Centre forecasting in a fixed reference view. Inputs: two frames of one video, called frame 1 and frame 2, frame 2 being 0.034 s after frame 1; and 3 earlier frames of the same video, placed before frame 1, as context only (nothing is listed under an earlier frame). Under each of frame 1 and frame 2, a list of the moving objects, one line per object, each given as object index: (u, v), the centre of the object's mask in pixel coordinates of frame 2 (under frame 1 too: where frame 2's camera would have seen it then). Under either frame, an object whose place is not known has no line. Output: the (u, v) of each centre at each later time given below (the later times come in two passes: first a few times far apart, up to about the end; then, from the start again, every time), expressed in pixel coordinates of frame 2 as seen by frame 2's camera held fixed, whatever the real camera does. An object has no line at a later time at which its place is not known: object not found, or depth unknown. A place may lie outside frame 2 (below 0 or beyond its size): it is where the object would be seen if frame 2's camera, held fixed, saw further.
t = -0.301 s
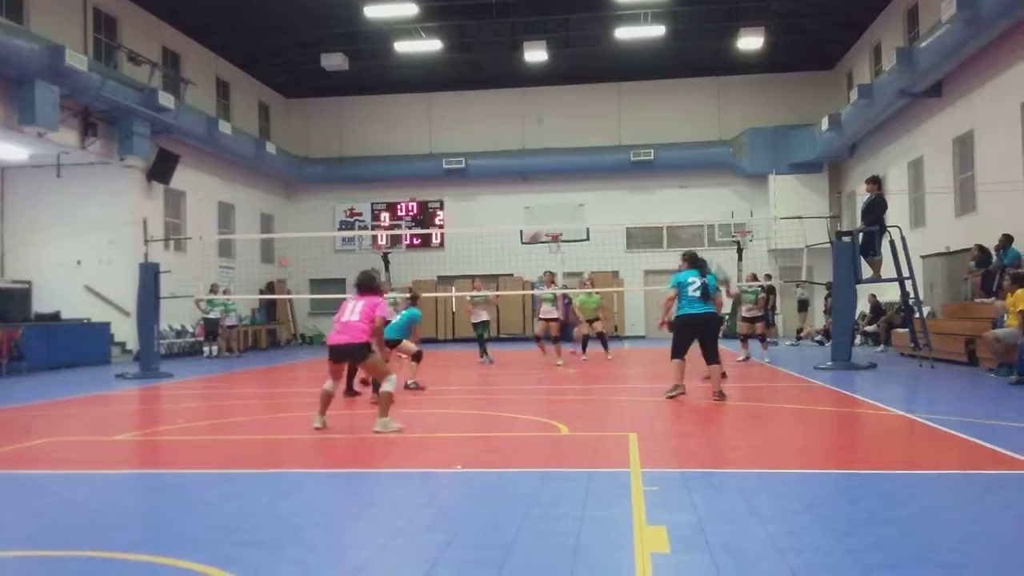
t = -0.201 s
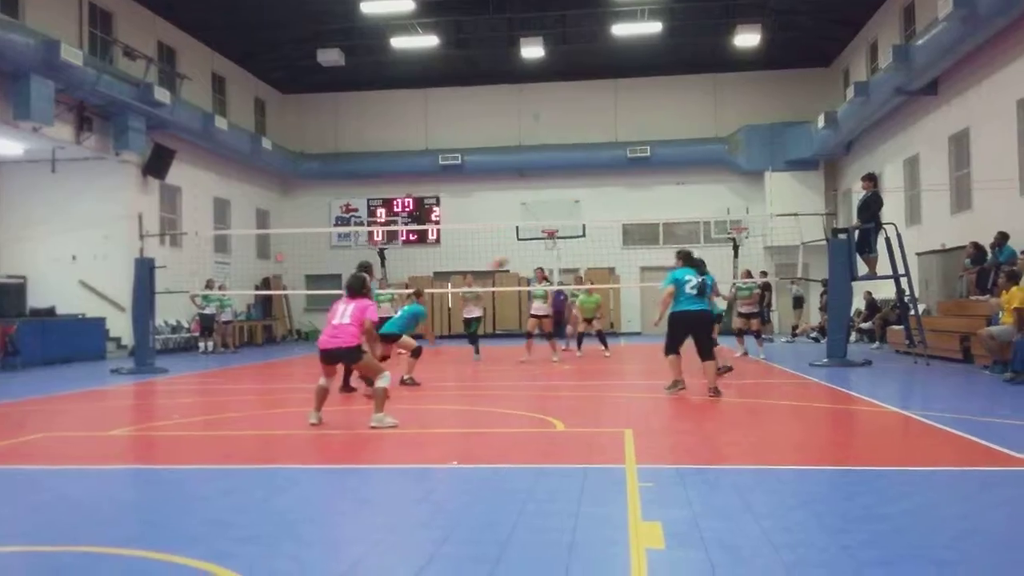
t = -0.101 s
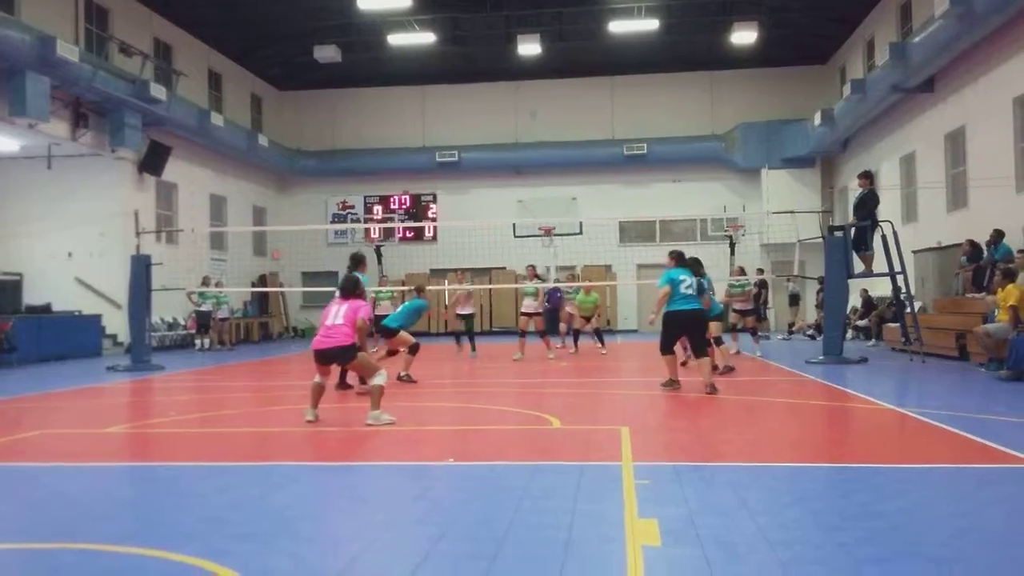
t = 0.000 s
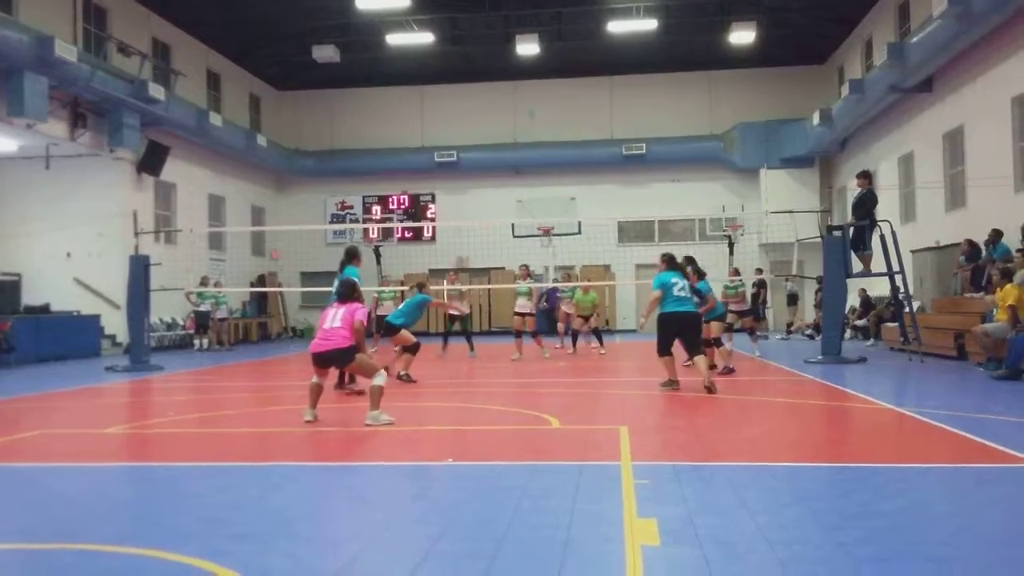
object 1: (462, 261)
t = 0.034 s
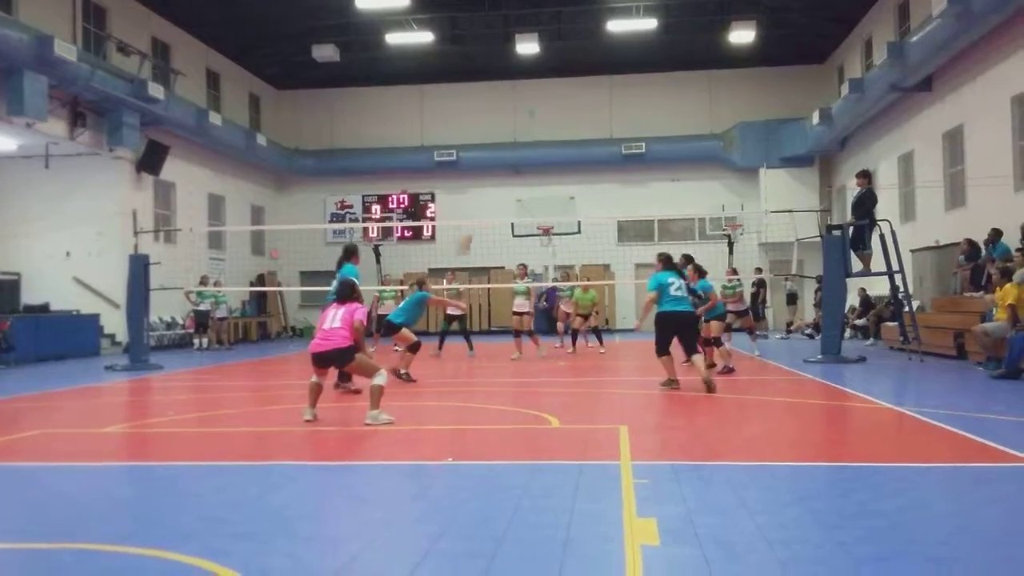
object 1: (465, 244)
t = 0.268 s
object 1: (486, 133)
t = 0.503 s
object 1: (507, 68)
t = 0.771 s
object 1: (534, 45)
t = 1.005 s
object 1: (558, 69)
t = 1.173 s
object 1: (575, 116)
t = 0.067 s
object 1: (467, 226)
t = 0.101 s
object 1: (470, 204)
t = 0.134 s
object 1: (474, 188)
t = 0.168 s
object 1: (475, 171)
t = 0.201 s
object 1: (478, 160)
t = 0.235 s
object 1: (481, 146)
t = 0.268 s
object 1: (486, 133)
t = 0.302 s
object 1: (489, 119)
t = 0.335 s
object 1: (492, 109)
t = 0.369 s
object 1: (495, 99)
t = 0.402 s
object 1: (498, 90)
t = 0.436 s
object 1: (501, 81)
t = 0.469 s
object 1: (504, 74)
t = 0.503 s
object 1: (507, 68)
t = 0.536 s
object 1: (510, 62)
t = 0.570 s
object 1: (513, 58)
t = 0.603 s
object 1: (516, 54)
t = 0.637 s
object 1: (519, 51)
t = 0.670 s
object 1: (522, 48)
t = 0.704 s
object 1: (527, 45)
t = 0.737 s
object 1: (531, 45)
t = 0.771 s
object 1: (534, 45)
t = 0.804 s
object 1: (538, 45)
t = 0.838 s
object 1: (542, 48)
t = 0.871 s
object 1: (545, 50)
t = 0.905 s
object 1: (548, 53)
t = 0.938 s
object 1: (551, 58)
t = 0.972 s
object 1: (554, 62)
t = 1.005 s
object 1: (558, 69)
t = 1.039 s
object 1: (561, 74)
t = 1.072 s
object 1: (563, 84)
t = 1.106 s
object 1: (568, 93)
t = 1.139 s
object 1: (572, 103)
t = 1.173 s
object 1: (575, 116)
